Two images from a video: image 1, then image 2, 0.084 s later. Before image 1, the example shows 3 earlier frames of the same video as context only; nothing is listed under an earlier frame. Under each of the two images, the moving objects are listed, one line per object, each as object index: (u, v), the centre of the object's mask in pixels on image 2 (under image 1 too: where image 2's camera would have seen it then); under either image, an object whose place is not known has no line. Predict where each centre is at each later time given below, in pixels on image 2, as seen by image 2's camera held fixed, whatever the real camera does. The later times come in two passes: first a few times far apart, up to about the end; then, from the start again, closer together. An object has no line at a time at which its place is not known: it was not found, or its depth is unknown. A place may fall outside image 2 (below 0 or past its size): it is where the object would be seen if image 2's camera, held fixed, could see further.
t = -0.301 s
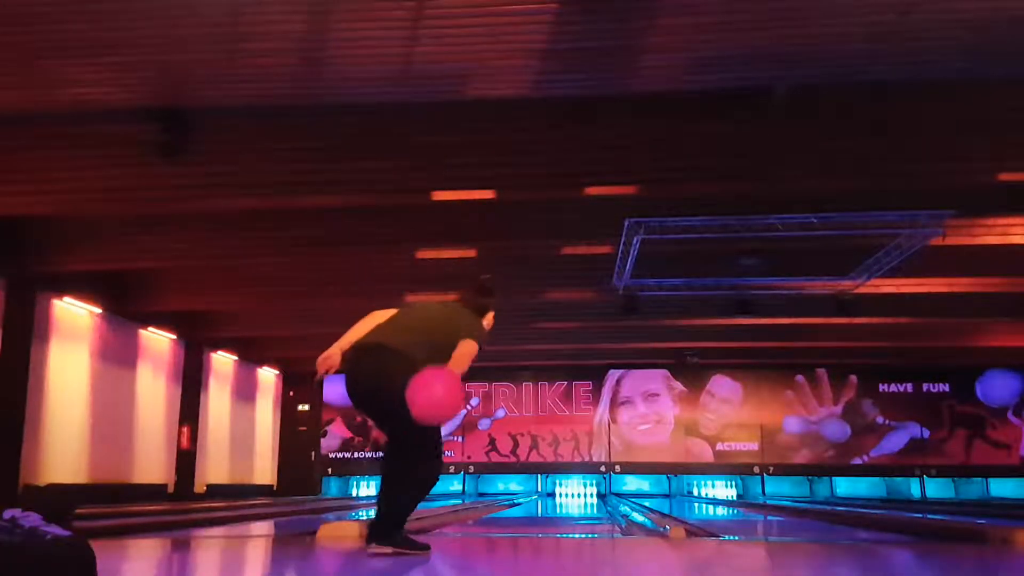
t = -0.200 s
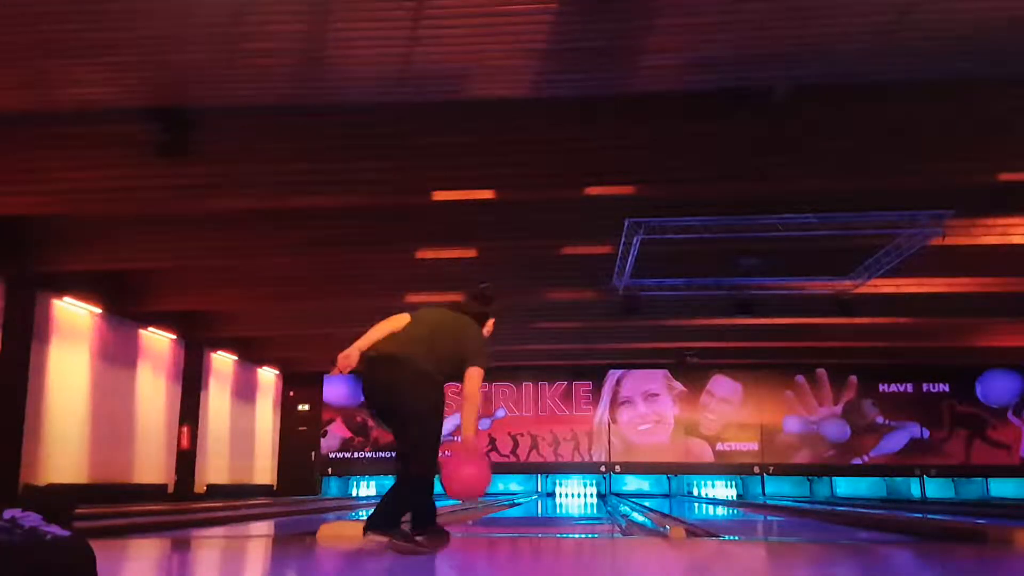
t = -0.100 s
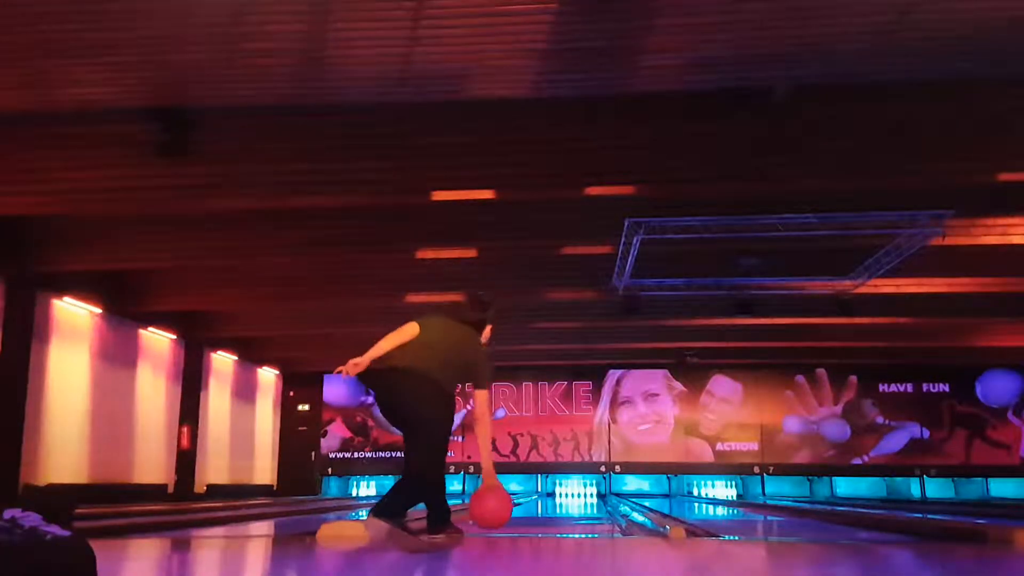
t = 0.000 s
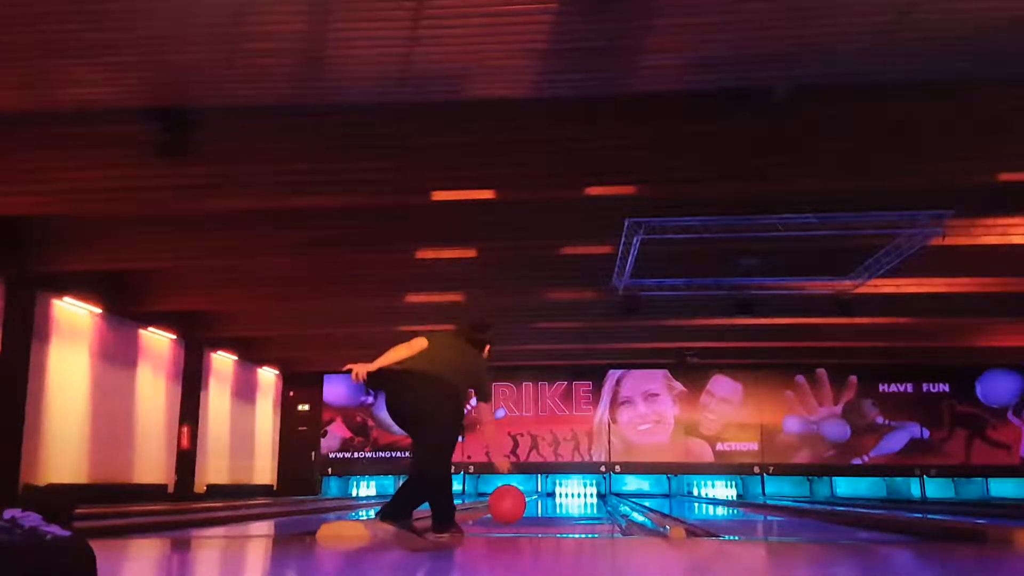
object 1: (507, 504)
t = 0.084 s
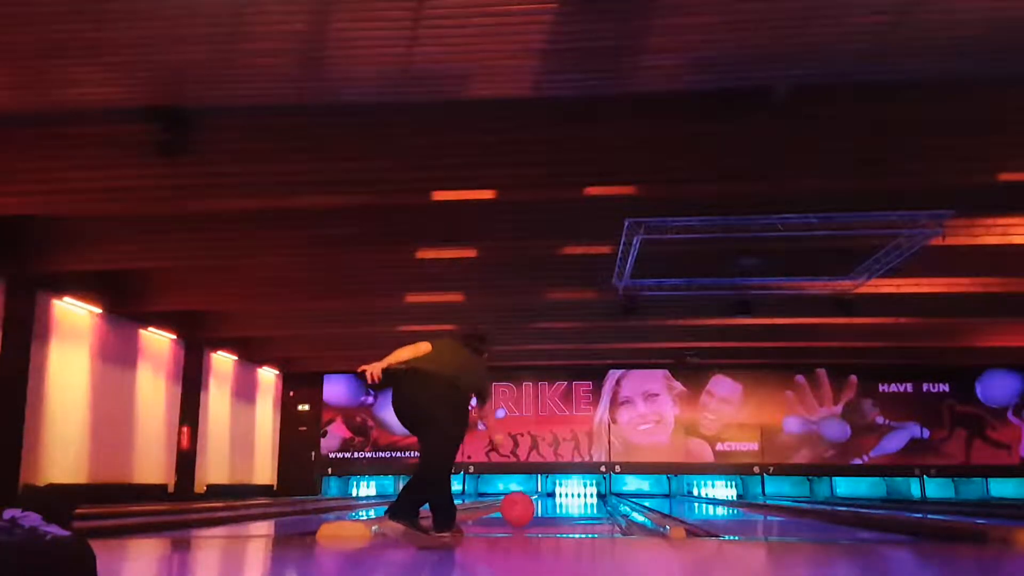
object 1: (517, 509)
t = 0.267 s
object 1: (534, 505)
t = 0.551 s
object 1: (549, 501)
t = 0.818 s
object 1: (558, 498)
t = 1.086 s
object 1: (565, 496)
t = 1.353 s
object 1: (569, 495)
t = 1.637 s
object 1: (573, 494)
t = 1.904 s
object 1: (575, 493)
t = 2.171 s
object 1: (577, 492)
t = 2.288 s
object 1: (578, 492)
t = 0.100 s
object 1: (519, 508)
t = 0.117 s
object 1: (521, 508)
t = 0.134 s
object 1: (522, 508)
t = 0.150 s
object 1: (524, 508)
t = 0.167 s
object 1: (526, 507)
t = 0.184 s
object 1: (527, 507)
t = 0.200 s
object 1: (529, 506)
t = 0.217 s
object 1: (530, 506)
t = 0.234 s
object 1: (531, 506)
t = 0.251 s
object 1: (533, 505)
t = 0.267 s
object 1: (534, 505)
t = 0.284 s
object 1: (535, 504)
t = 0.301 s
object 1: (536, 504)
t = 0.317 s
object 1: (537, 504)
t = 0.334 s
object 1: (538, 504)
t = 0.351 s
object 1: (539, 503)
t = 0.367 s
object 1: (540, 503)
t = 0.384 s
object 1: (541, 503)
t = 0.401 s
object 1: (542, 502)
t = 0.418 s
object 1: (543, 502)
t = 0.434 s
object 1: (544, 502)
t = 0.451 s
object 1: (545, 502)
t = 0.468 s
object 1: (545, 502)
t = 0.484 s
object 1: (546, 501)
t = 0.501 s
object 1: (547, 501)
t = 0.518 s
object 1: (547, 501)
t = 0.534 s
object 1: (548, 501)
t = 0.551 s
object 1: (549, 501)
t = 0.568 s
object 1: (549, 500)
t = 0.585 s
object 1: (550, 500)
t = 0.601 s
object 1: (551, 500)
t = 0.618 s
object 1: (551, 500)
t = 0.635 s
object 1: (552, 500)
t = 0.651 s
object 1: (553, 500)
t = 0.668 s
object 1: (553, 500)
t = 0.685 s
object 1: (554, 499)
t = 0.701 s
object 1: (555, 499)
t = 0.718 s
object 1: (555, 499)
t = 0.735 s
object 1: (556, 499)
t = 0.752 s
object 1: (556, 499)
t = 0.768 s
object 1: (557, 498)
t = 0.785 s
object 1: (557, 498)
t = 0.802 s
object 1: (558, 498)
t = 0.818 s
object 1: (558, 498)
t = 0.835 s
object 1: (559, 497)
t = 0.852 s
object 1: (559, 497)
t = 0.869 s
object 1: (559, 497)
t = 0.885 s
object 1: (560, 497)
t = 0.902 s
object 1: (560, 497)
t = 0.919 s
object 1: (560, 497)
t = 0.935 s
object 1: (561, 497)
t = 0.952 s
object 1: (561, 497)
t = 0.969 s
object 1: (562, 497)
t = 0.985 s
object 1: (562, 497)
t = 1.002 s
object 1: (563, 496)
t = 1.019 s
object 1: (563, 496)
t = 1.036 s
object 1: (564, 496)
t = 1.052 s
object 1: (564, 496)
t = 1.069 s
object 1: (565, 496)
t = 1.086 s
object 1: (565, 496)
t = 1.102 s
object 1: (565, 496)
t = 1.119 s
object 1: (566, 496)
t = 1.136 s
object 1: (566, 496)
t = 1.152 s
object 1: (566, 496)
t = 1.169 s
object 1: (566, 496)
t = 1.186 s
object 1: (567, 495)
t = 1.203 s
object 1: (566, 495)
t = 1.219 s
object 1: (567, 495)
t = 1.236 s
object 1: (568, 495)
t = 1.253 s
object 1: (568, 495)
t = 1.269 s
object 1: (568, 495)
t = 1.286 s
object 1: (568, 495)
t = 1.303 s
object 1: (568, 495)
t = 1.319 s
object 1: (569, 495)
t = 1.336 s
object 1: (569, 494)
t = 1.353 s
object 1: (569, 495)
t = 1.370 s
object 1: (570, 494)
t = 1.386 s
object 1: (570, 494)
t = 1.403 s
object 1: (570, 494)
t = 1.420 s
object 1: (570, 494)
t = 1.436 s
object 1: (571, 494)
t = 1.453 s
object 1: (571, 494)
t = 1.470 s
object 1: (571, 494)
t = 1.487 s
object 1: (572, 494)
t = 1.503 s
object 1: (572, 494)
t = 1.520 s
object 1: (572, 494)
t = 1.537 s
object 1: (572, 494)
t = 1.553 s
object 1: (572, 494)
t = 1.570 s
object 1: (572, 494)
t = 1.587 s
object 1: (572, 494)
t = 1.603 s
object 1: (572, 494)
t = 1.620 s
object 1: (573, 494)
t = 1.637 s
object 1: (573, 494)
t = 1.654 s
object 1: (573, 494)
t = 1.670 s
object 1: (573, 494)
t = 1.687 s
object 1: (573, 494)
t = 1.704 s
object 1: (573, 494)
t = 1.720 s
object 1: (574, 493)
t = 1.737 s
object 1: (574, 493)
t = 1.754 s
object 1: (574, 493)
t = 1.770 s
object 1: (574, 493)
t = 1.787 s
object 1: (575, 493)
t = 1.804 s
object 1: (575, 493)
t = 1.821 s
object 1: (575, 493)
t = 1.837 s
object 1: (575, 493)
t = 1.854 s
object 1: (575, 493)
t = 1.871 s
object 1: (575, 493)
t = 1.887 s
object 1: (575, 493)
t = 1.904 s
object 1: (575, 493)
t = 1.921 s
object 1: (575, 493)
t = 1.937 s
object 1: (576, 493)
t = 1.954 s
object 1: (576, 493)
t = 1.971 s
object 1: (576, 493)
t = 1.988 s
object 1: (576, 493)
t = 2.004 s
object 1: (576, 493)
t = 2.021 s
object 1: (576, 493)
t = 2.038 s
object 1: (576, 493)
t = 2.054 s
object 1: (576, 493)
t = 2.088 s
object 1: (576, 493)
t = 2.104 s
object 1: (576, 493)
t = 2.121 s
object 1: (576, 493)
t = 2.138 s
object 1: (576, 493)
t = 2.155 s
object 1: (577, 492)
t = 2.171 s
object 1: (577, 492)
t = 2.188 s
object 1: (577, 492)
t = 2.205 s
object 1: (577, 492)
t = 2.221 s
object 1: (577, 492)
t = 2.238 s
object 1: (577, 492)
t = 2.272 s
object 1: (578, 492)
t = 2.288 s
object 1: (578, 492)
